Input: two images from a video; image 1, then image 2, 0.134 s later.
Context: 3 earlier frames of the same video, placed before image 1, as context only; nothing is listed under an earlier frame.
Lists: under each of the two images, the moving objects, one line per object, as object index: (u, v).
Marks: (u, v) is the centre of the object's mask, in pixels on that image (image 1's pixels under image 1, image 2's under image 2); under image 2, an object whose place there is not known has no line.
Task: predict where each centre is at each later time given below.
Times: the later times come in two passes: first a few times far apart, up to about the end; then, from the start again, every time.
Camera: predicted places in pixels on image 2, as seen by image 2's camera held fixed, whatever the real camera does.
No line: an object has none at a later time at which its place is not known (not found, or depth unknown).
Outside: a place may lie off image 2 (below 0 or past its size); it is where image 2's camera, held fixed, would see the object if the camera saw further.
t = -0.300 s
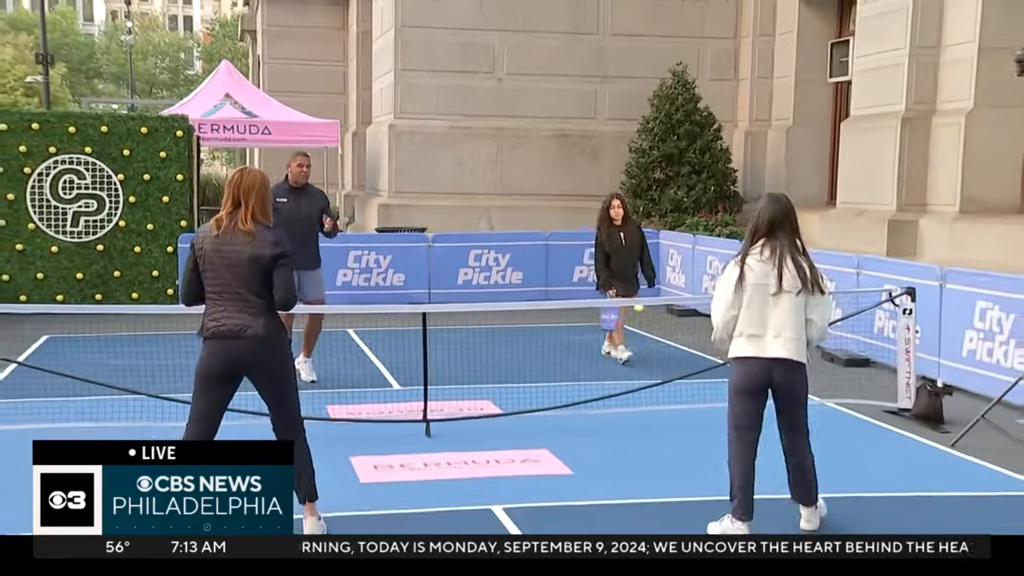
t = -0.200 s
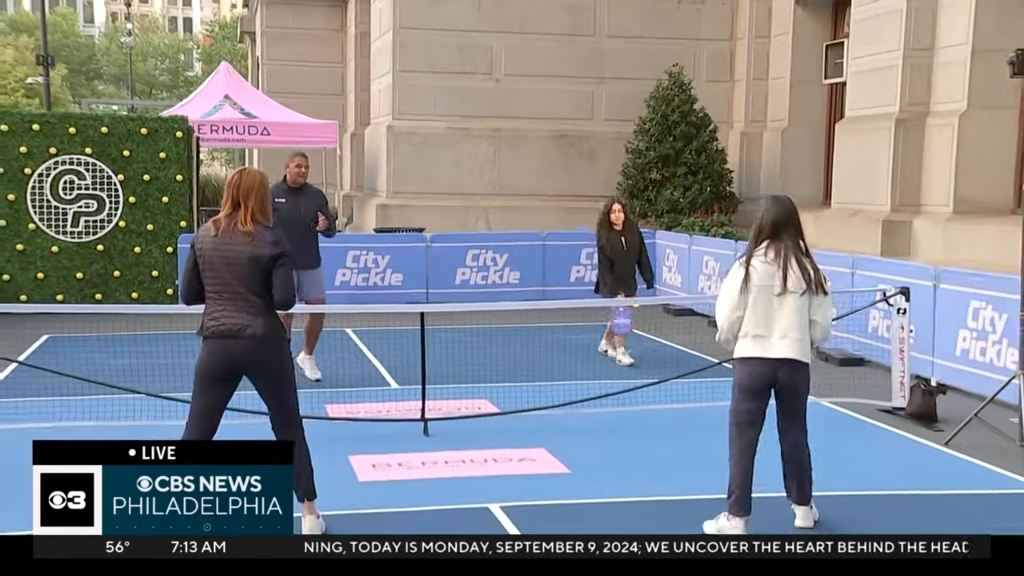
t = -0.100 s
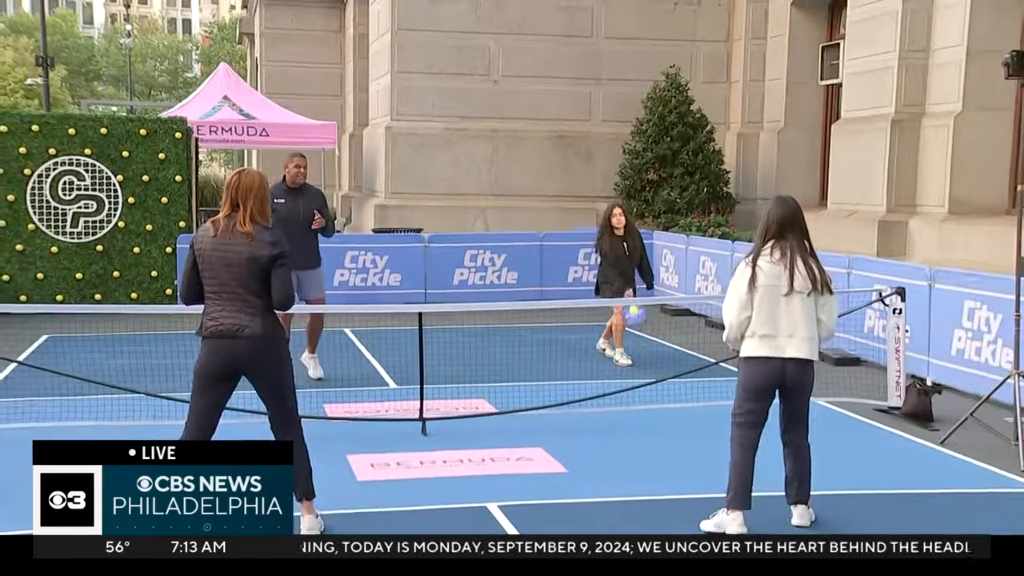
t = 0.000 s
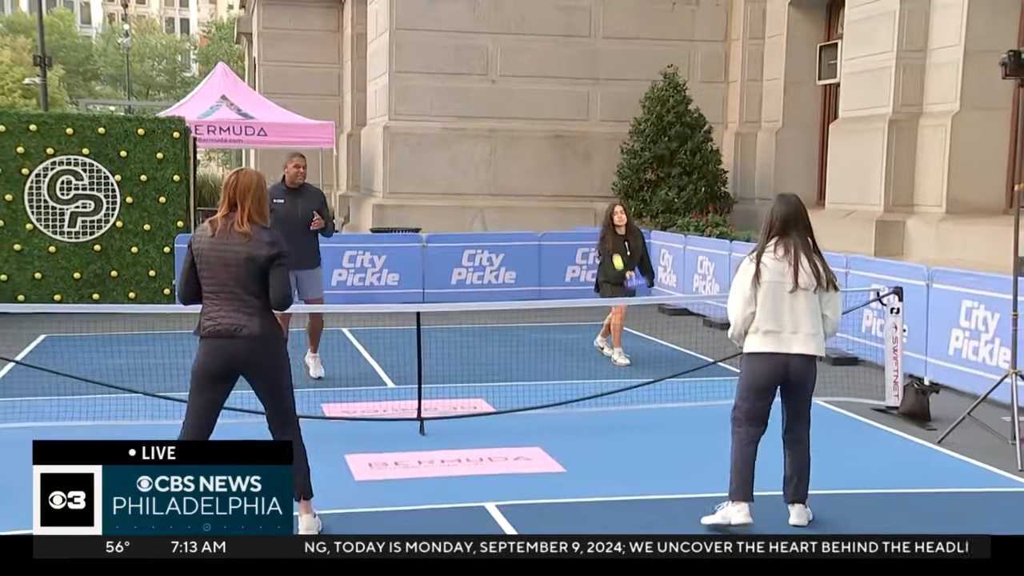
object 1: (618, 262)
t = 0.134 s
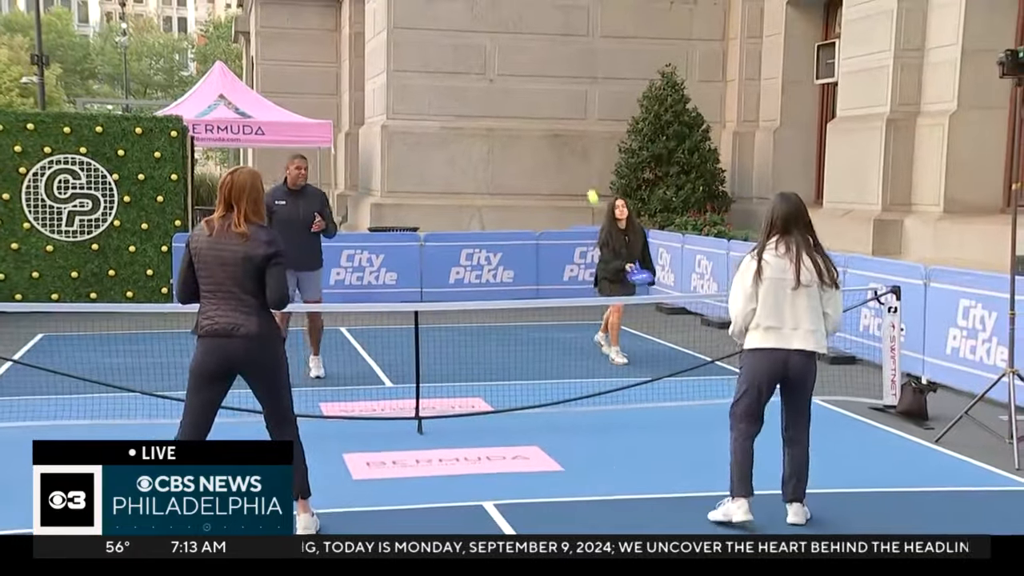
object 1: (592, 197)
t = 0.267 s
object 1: (566, 149)
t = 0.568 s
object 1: (495, 123)
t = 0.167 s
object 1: (586, 183)
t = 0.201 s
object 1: (579, 170)
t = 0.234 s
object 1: (572, 159)
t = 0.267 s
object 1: (566, 149)
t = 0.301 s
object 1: (559, 140)
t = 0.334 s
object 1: (552, 133)
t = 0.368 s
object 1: (544, 127)
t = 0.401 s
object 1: (536, 123)
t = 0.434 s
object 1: (529, 120)
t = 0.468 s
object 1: (520, 118)
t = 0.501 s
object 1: (512, 118)
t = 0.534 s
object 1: (504, 120)
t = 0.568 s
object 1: (495, 123)
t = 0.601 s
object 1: (485, 129)
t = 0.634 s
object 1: (476, 136)
